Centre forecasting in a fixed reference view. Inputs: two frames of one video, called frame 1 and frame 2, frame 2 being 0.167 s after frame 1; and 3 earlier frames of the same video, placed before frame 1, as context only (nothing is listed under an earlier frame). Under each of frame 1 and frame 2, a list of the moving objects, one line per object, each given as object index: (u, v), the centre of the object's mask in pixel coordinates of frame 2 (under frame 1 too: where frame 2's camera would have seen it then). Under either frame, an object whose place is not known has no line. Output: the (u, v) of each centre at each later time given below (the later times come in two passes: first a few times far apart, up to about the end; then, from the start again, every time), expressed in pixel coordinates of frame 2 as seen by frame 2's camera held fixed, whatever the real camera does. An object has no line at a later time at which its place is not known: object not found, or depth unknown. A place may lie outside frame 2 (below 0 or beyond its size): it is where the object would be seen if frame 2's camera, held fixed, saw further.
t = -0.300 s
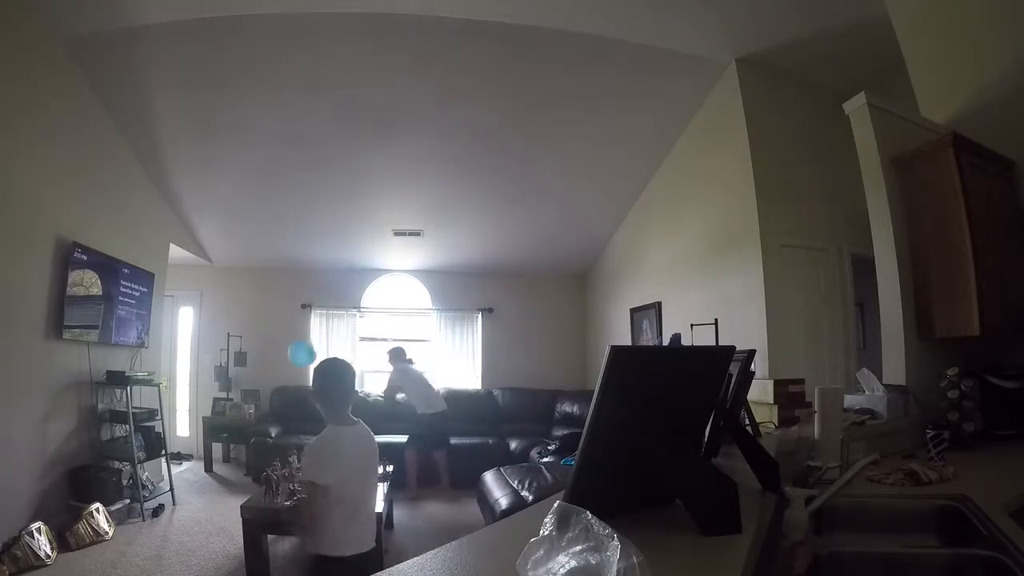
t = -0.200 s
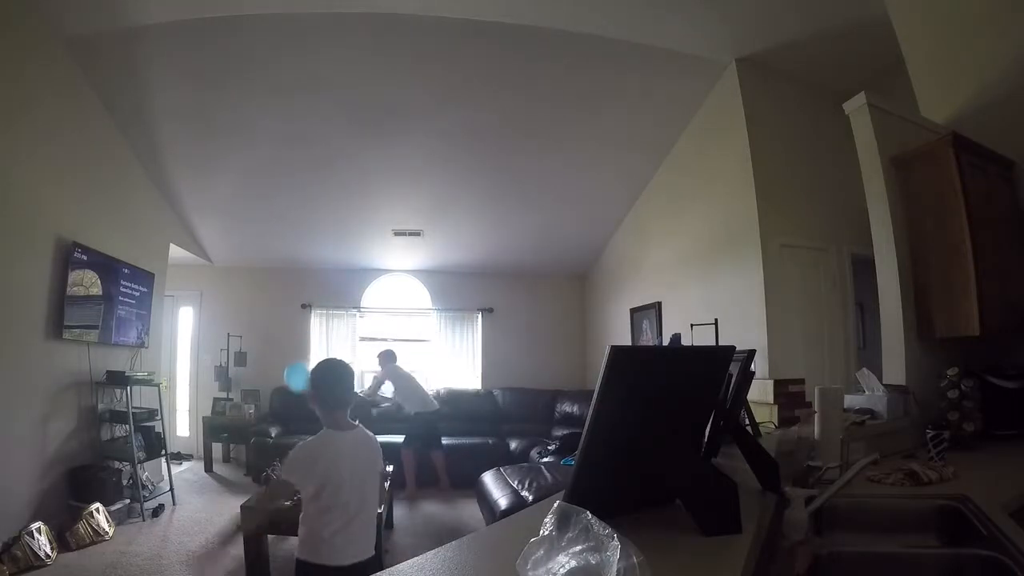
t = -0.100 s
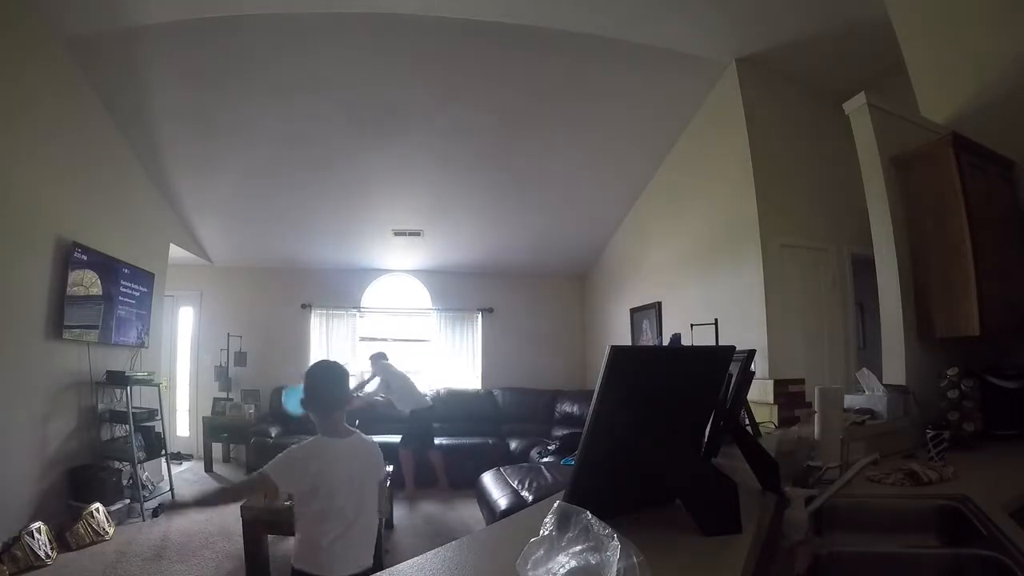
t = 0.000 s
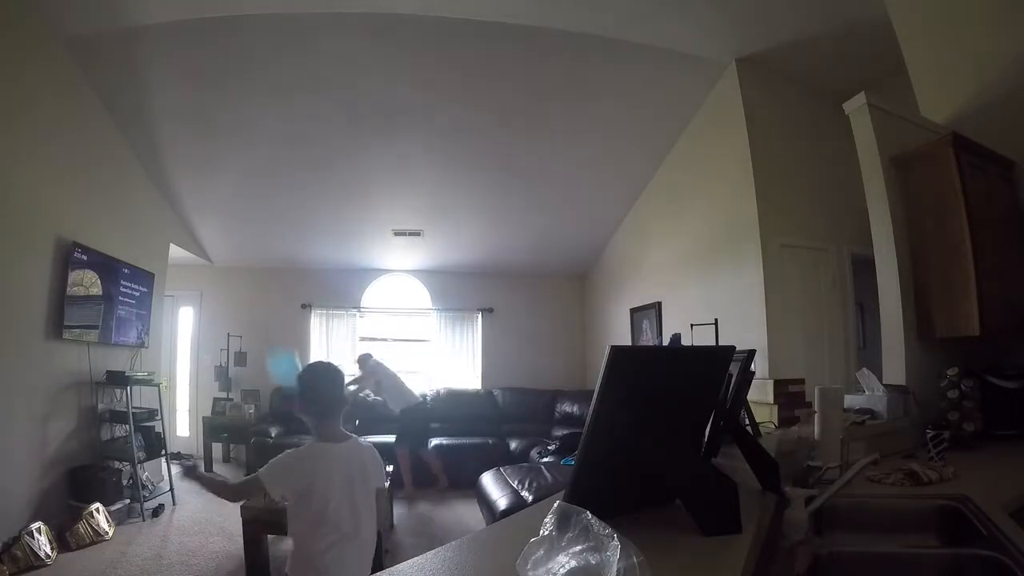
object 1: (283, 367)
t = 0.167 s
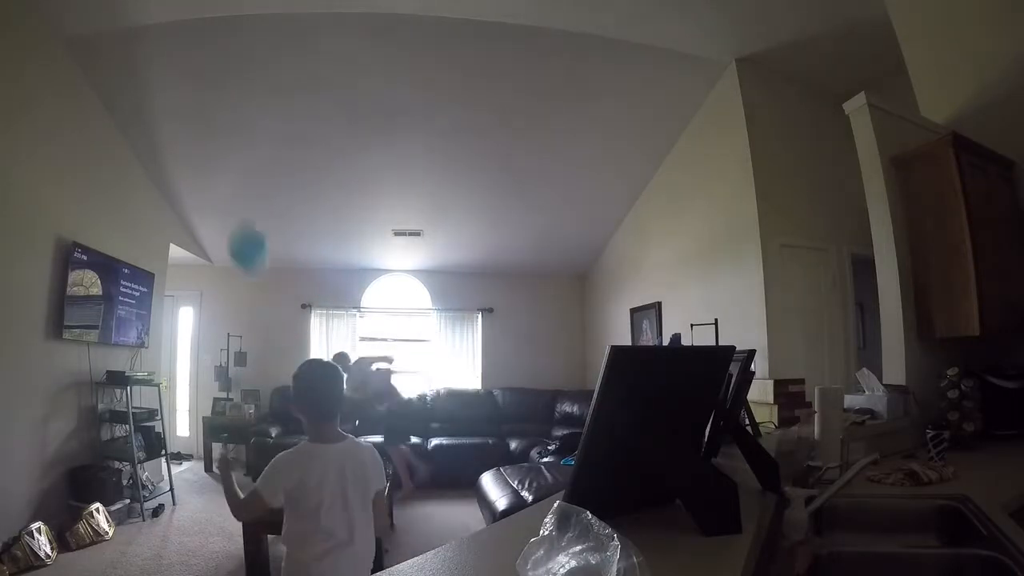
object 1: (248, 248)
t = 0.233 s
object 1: (232, 207)
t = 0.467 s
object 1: (193, 107)
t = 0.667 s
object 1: (163, 70)
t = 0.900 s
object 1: (130, 62)
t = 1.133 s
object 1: (93, 90)
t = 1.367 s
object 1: (57, 153)
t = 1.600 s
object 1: (21, 236)
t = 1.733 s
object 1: (16, 301)
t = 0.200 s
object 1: (239, 225)
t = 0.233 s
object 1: (232, 207)
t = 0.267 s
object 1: (225, 189)
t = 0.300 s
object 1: (219, 173)
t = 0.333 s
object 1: (214, 159)
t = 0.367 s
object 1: (209, 145)
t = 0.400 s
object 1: (203, 130)
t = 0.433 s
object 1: (198, 118)
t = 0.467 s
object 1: (193, 107)
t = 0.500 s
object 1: (188, 98)
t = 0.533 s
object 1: (183, 91)
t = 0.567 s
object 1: (178, 83)
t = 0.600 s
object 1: (173, 77)
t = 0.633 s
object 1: (168, 72)
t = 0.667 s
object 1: (163, 70)
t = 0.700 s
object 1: (158, 68)
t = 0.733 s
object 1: (152, 65)
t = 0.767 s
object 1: (148, 63)
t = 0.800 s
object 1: (144, 61)
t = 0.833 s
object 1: (140, 62)
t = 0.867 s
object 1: (135, 61)
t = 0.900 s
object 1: (130, 62)
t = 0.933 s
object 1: (125, 63)
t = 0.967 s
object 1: (120, 65)
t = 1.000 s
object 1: (114, 70)
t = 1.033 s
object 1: (111, 73)
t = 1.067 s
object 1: (106, 78)
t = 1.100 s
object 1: (100, 84)
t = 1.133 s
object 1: (93, 90)
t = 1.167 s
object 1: (88, 99)
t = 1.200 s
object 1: (82, 107)
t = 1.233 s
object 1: (77, 115)
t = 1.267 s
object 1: (72, 124)
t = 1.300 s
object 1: (67, 134)
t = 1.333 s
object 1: (62, 143)
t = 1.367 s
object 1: (57, 153)
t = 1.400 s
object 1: (51, 163)
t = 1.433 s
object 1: (46, 174)
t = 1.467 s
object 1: (41, 185)
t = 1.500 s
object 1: (35, 197)
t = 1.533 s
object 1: (30, 209)
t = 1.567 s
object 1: (25, 223)
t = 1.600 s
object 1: (21, 236)
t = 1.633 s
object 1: (19, 251)
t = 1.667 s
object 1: (18, 267)
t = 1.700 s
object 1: (16, 284)
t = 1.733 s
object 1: (16, 301)
